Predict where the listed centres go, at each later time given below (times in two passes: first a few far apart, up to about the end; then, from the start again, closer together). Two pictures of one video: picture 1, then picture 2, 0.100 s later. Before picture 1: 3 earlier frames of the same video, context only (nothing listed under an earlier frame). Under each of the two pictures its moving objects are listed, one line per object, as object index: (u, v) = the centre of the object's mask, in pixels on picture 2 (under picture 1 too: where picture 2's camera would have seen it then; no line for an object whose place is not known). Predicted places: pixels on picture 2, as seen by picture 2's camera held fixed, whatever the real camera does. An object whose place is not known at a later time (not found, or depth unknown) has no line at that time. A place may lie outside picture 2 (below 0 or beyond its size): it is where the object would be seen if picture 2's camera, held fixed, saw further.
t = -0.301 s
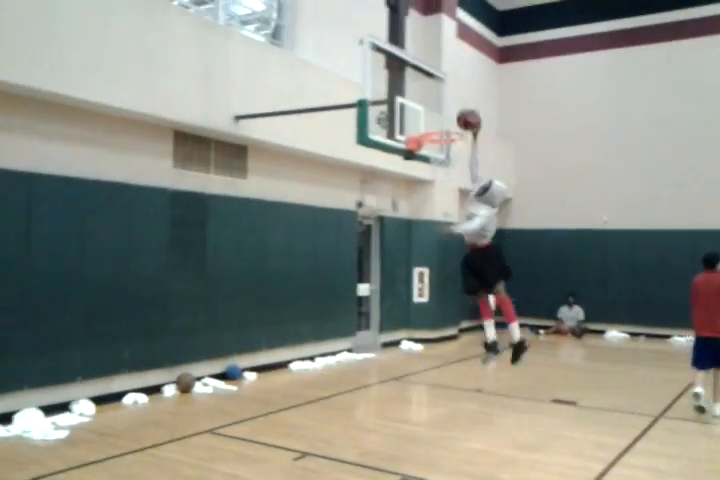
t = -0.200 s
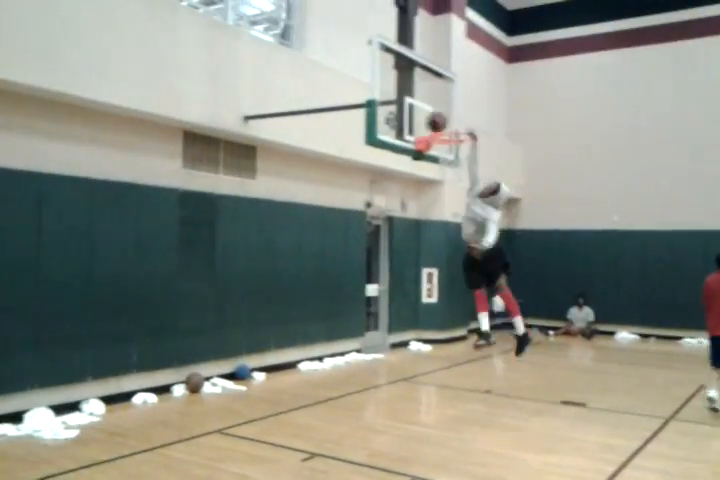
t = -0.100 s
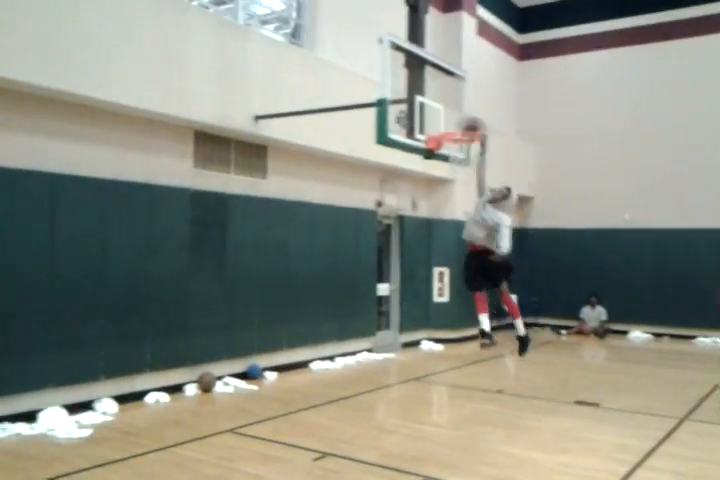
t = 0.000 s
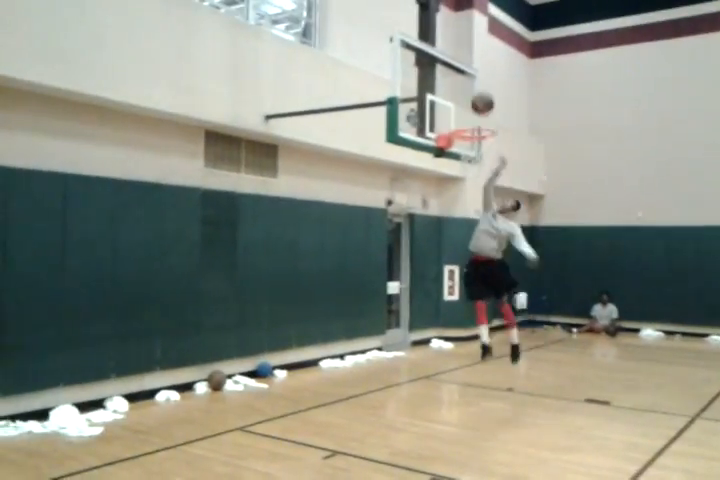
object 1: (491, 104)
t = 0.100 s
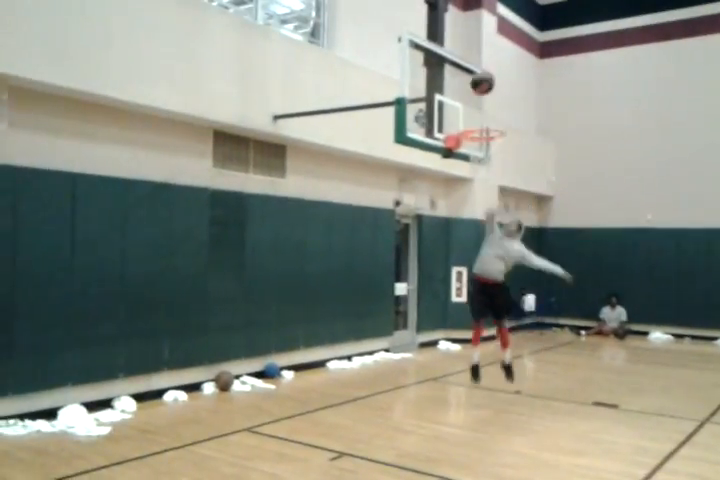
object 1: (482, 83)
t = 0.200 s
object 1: (474, 71)
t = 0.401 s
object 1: (452, 76)
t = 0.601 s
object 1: (426, 123)
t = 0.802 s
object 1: (399, 226)
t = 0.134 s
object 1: (480, 78)
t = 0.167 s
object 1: (478, 74)
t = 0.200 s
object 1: (474, 71)
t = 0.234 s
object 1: (470, 70)
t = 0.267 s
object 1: (466, 68)
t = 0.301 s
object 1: (464, 68)
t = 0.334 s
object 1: (459, 71)
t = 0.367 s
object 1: (456, 72)
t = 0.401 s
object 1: (452, 76)
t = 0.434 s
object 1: (447, 81)
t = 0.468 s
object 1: (443, 85)
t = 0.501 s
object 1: (440, 92)
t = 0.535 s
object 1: (438, 101)
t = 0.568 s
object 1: (431, 114)
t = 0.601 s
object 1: (426, 123)
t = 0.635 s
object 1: (421, 136)
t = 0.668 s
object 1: (416, 157)
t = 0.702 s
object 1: (414, 171)
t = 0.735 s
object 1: (408, 188)
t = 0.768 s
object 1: (402, 207)
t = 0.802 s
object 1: (399, 226)
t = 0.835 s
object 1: (395, 247)
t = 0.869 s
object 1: (391, 271)
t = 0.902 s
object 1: (385, 299)
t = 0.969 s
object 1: (375, 358)
